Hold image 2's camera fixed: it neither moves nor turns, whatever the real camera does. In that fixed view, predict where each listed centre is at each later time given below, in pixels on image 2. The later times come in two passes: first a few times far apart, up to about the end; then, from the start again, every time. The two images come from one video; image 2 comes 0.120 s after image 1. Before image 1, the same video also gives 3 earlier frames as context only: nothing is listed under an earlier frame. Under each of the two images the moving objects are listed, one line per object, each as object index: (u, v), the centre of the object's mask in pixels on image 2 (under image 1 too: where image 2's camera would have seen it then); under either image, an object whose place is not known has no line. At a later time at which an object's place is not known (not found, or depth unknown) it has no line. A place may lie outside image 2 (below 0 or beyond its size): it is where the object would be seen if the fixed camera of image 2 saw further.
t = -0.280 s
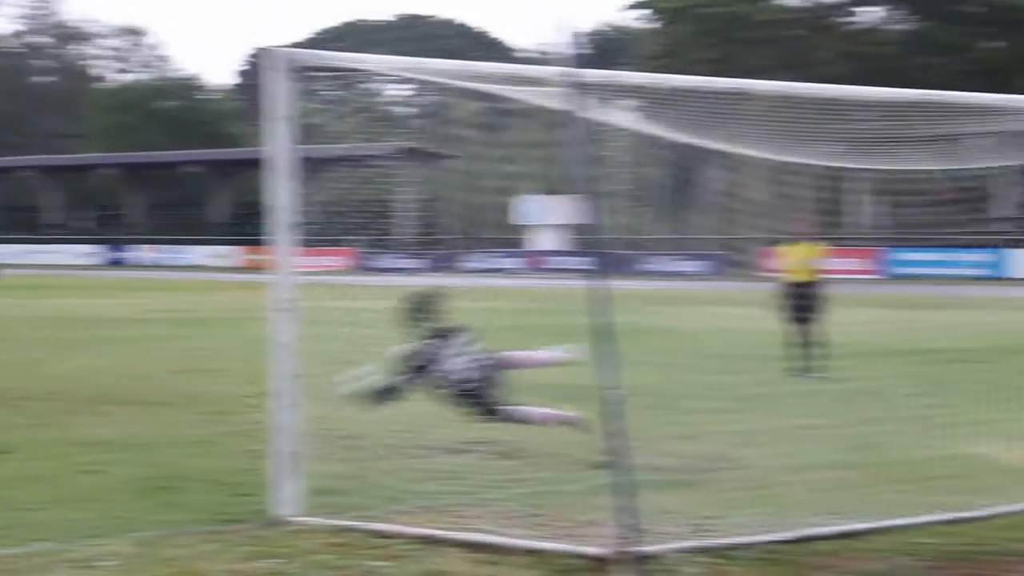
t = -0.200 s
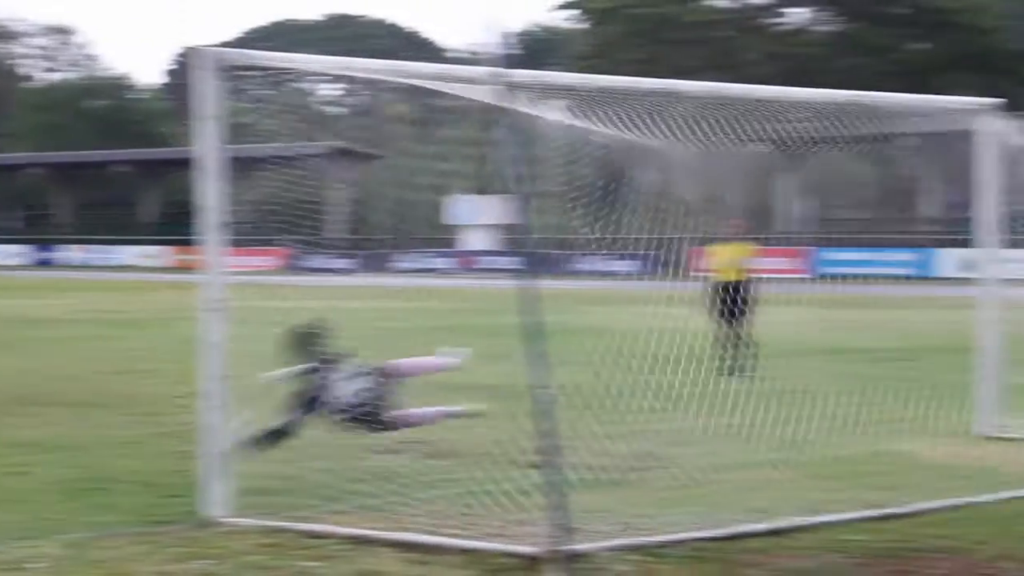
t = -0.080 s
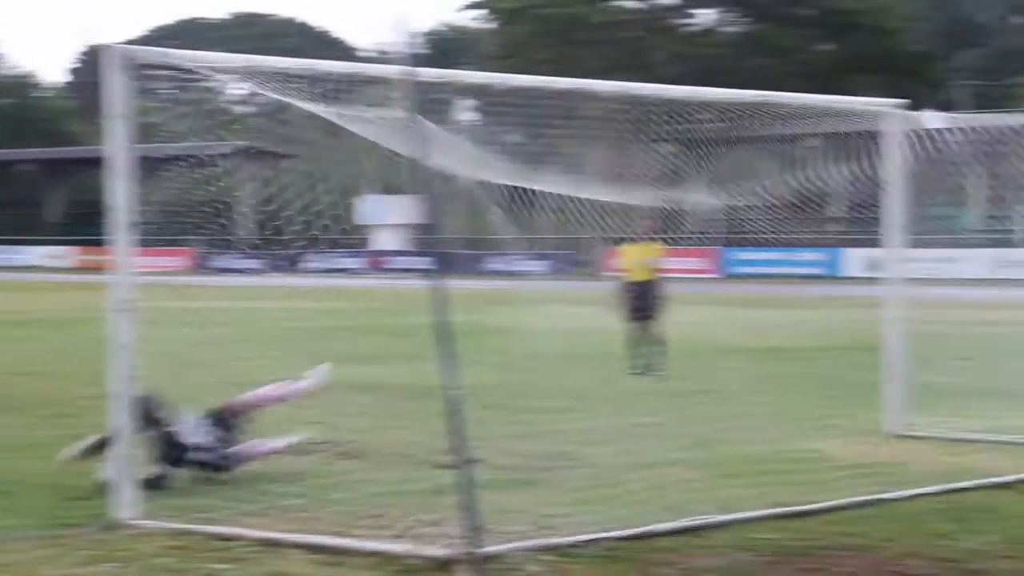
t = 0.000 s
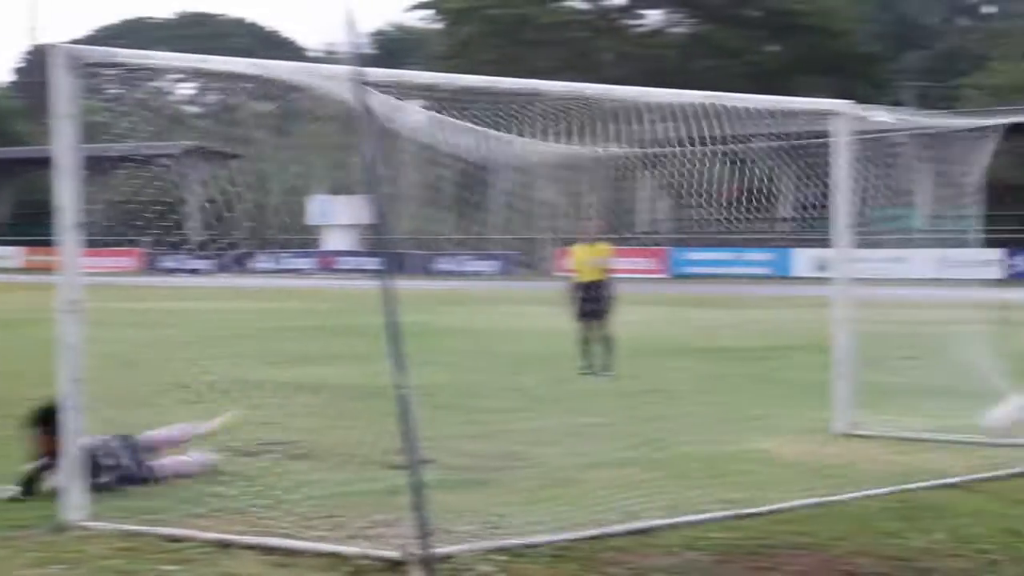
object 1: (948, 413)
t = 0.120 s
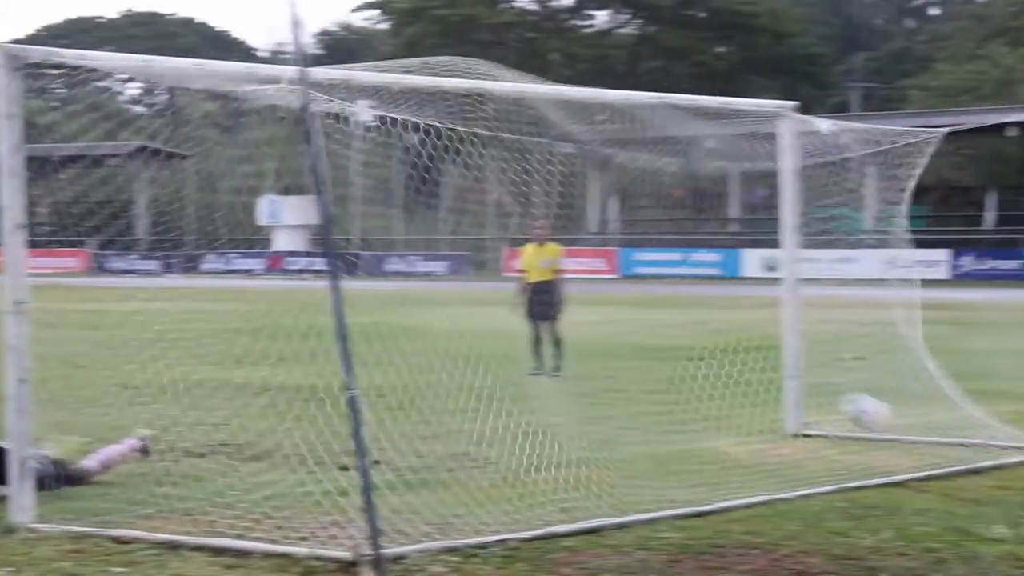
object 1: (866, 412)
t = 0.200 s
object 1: (819, 381)
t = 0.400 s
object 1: (694, 344)
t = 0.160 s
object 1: (845, 393)
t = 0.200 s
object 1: (819, 381)
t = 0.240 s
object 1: (792, 368)
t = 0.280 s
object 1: (765, 357)
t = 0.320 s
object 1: (743, 353)
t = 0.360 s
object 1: (719, 348)
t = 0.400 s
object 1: (694, 344)
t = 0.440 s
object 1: (668, 345)
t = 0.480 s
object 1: (644, 347)
